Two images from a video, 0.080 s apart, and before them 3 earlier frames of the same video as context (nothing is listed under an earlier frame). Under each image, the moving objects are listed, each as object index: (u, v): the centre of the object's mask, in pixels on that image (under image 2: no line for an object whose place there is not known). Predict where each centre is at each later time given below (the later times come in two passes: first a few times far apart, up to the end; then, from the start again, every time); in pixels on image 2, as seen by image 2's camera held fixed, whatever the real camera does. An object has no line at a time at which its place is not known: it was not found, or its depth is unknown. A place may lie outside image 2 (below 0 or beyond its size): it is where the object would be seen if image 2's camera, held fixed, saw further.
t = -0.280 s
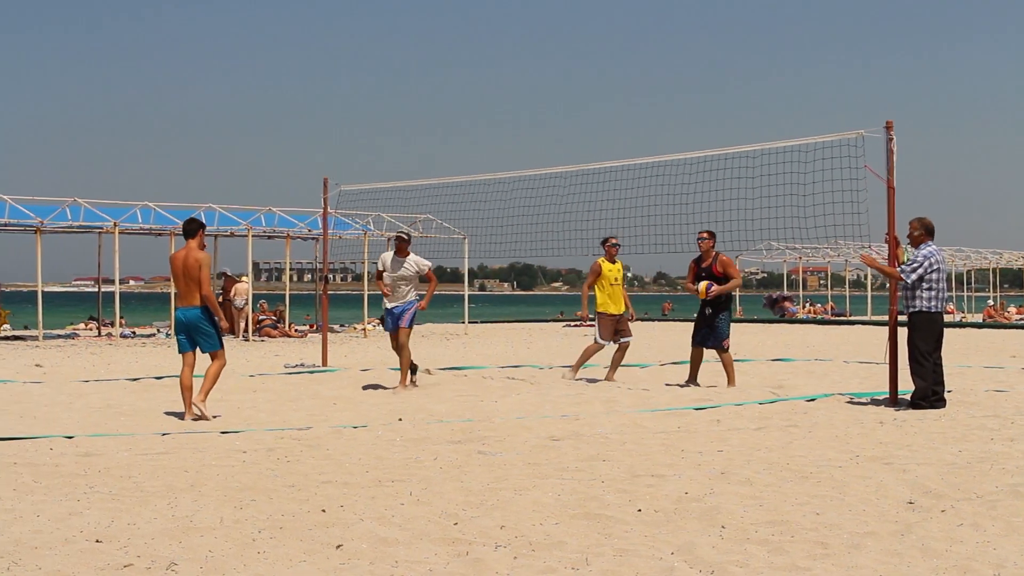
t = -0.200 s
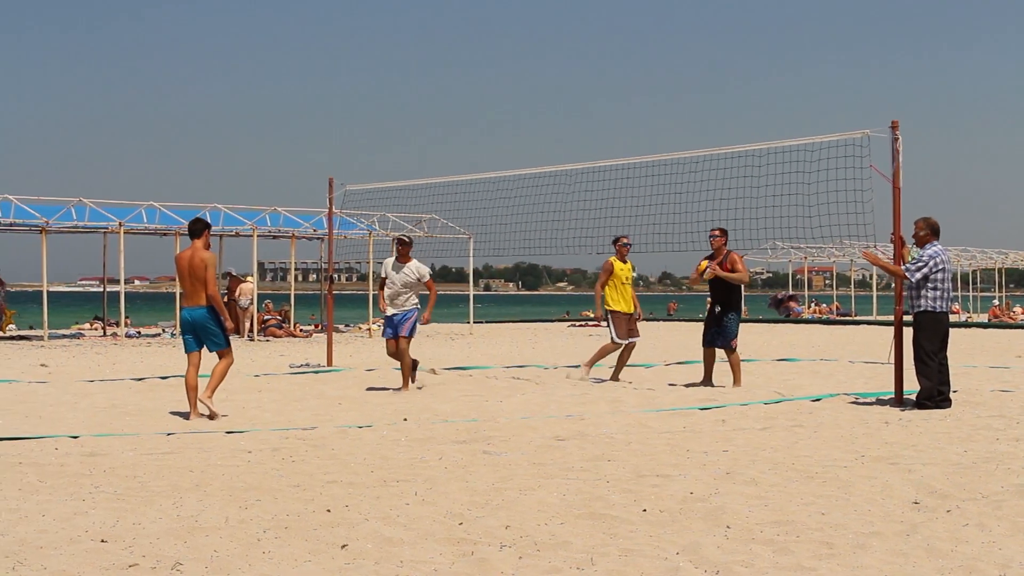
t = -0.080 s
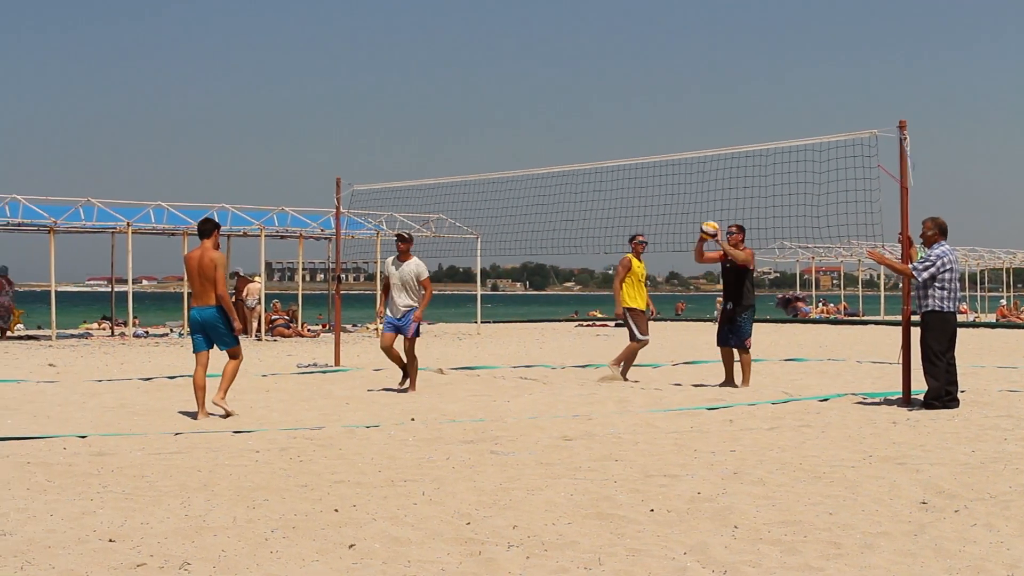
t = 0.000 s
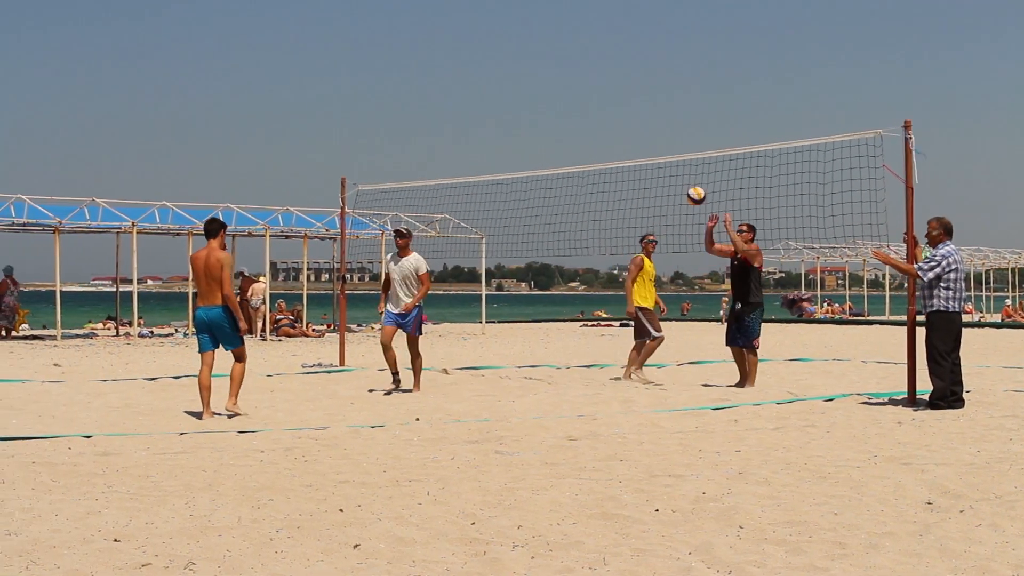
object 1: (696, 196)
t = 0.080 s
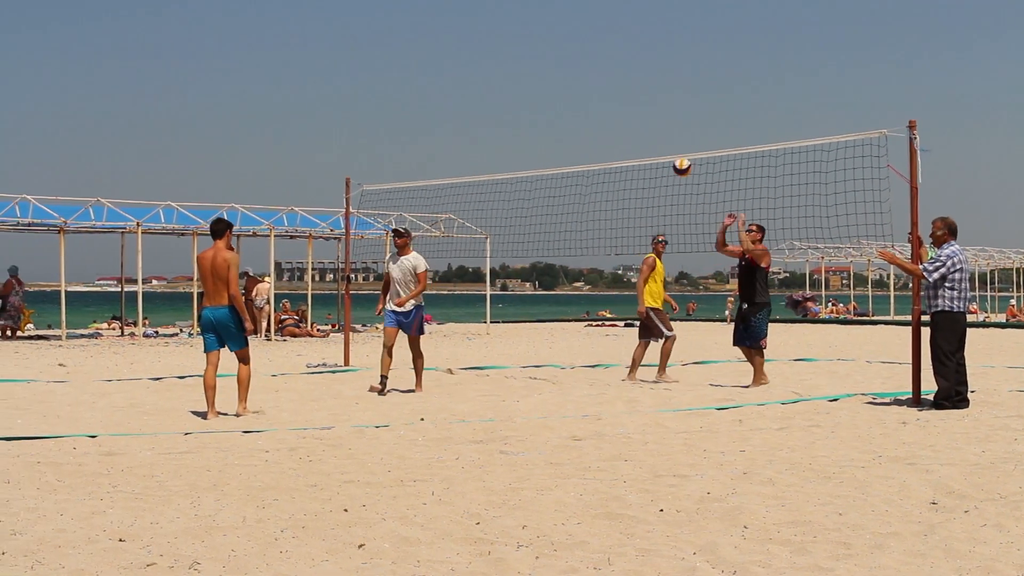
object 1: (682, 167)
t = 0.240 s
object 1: (647, 126)
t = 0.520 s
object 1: (585, 110)
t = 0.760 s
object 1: (526, 153)
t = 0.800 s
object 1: (516, 166)
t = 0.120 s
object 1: (673, 154)
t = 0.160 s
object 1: (665, 144)
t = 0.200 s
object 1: (656, 135)
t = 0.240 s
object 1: (647, 126)
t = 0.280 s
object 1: (639, 120)
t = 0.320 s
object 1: (630, 114)
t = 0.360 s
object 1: (621, 110)
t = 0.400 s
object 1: (612, 108)
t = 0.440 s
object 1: (603, 107)
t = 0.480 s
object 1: (594, 108)
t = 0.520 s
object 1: (585, 110)
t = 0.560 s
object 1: (576, 113)
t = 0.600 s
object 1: (566, 118)
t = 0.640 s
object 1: (556, 124)
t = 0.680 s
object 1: (546, 132)
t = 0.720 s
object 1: (536, 142)
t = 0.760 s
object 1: (526, 153)
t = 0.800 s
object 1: (516, 166)
